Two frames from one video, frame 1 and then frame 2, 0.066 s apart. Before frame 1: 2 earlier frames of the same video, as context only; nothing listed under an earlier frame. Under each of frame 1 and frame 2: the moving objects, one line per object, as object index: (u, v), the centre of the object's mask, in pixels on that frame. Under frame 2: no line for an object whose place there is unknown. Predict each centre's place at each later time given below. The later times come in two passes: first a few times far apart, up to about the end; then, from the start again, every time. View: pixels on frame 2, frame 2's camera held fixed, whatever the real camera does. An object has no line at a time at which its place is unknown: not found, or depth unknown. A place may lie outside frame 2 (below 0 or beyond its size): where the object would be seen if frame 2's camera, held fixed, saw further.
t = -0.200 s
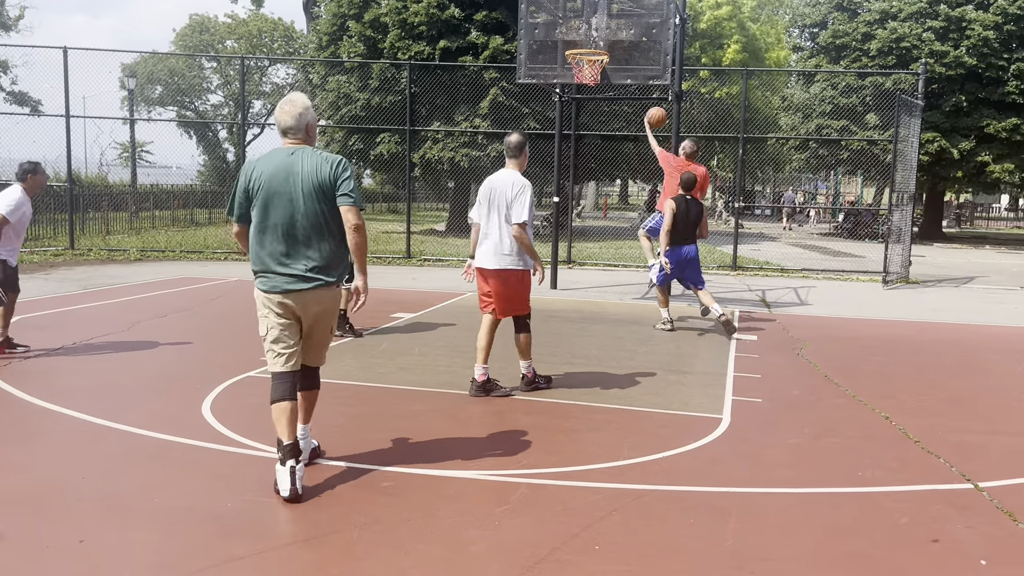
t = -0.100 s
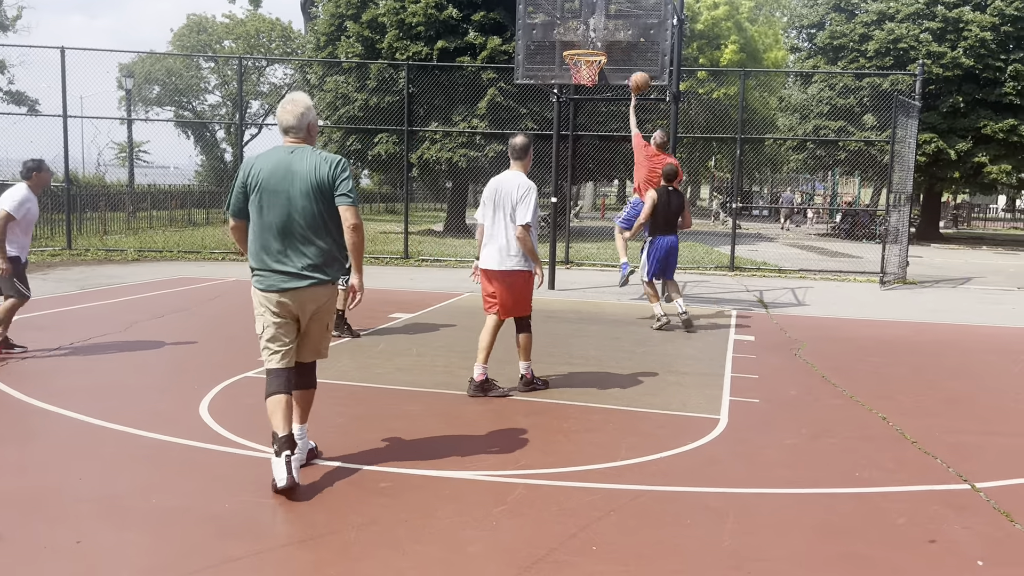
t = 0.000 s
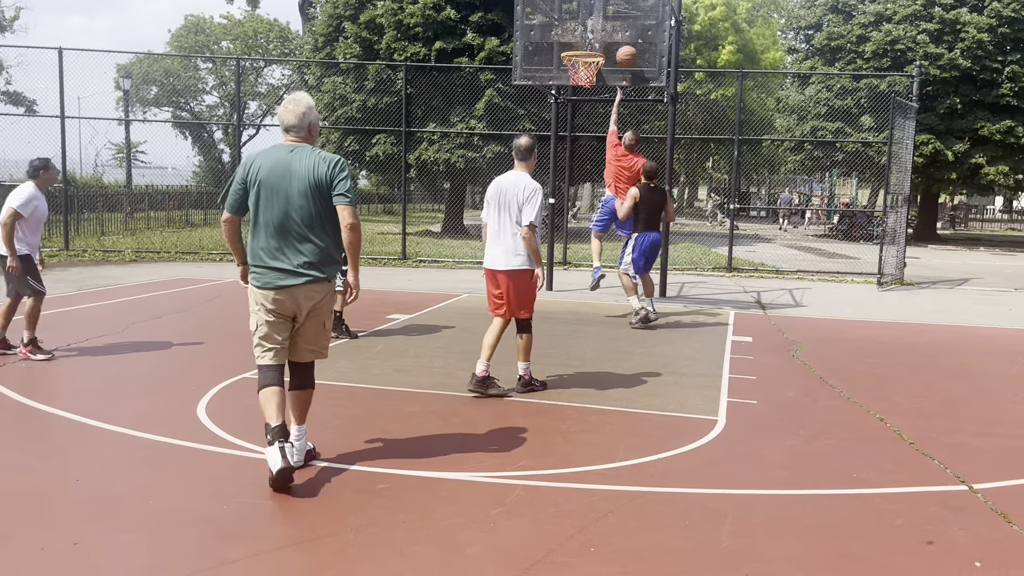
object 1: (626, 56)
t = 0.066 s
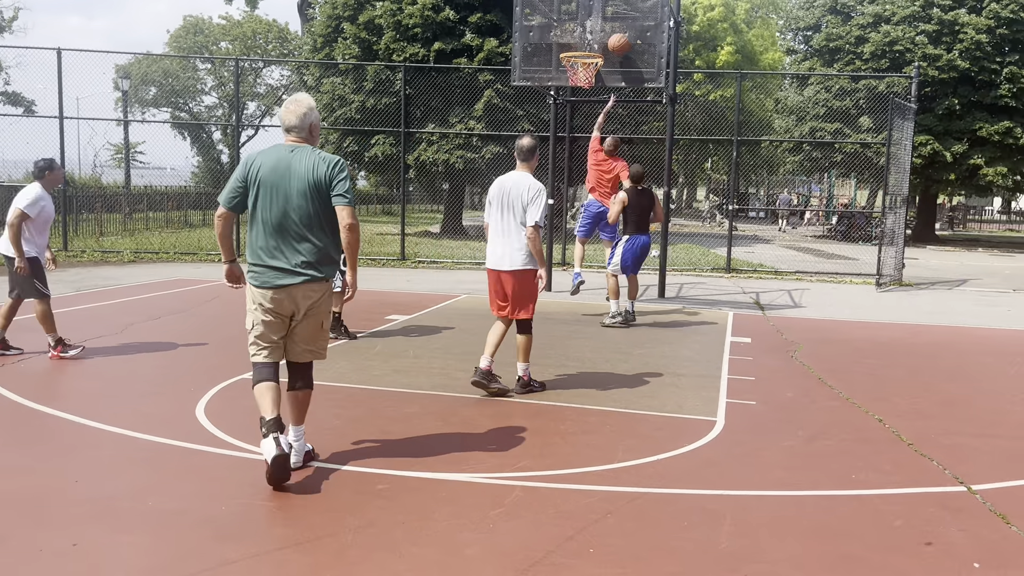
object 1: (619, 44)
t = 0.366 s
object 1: (589, 33)
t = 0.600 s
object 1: (572, 43)
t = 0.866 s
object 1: (568, 35)
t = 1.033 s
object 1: (566, 55)
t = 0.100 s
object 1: (614, 39)
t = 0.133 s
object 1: (611, 35)
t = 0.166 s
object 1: (607, 32)
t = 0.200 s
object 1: (603, 29)
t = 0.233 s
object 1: (600, 28)
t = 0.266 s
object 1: (597, 28)
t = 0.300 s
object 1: (594, 29)
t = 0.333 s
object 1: (592, 30)
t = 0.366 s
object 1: (589, 33)
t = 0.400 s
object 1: (586, 36)
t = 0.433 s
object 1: (582, 41)
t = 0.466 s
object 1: (580, 44)
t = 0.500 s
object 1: (577, 46)
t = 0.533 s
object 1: (575, 45)
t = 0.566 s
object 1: (573, 43)
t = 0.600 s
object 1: (572, 43)
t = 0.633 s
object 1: (571, 43)
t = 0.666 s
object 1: (569, 42)
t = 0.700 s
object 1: (569, 41)
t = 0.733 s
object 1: (569, 38)
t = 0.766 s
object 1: (569, 35)
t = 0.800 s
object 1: (569, 35)
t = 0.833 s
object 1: (568, 35)
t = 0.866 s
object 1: (568, 35)
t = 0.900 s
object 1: (568, 37)
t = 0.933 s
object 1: (568, 40)
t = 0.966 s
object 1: (568, 44)
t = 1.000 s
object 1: (567, 49)
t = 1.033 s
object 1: (566, 55)
